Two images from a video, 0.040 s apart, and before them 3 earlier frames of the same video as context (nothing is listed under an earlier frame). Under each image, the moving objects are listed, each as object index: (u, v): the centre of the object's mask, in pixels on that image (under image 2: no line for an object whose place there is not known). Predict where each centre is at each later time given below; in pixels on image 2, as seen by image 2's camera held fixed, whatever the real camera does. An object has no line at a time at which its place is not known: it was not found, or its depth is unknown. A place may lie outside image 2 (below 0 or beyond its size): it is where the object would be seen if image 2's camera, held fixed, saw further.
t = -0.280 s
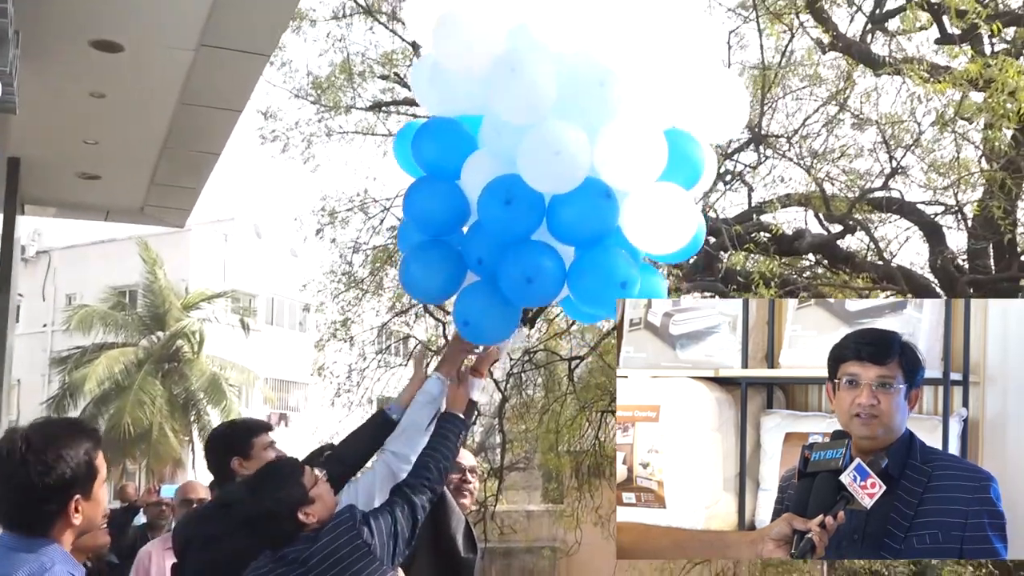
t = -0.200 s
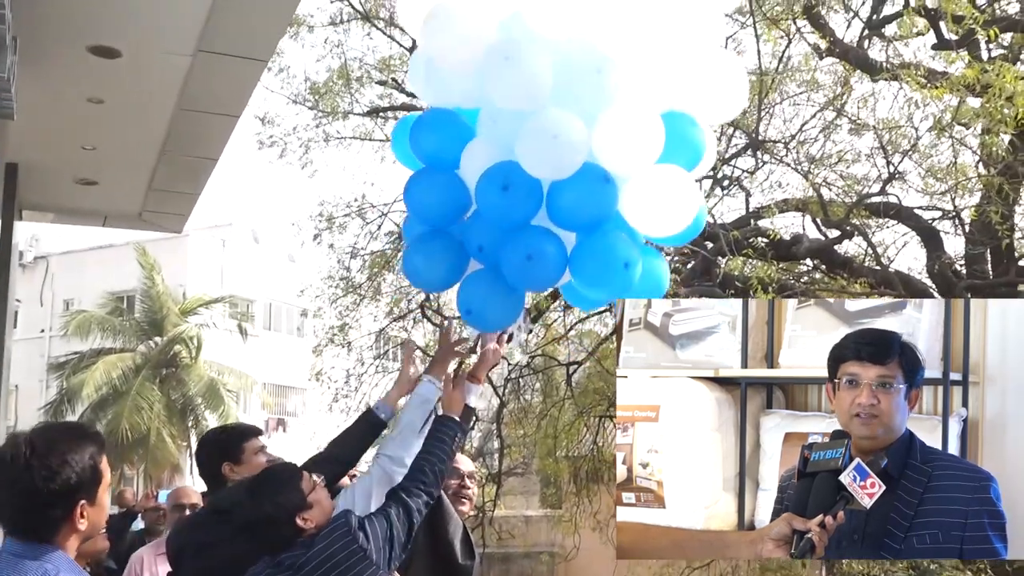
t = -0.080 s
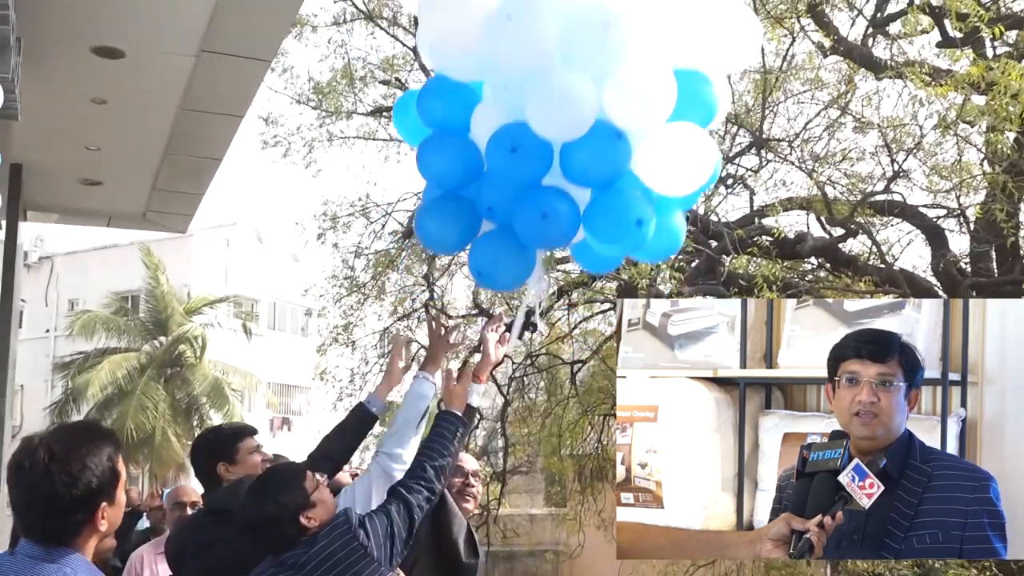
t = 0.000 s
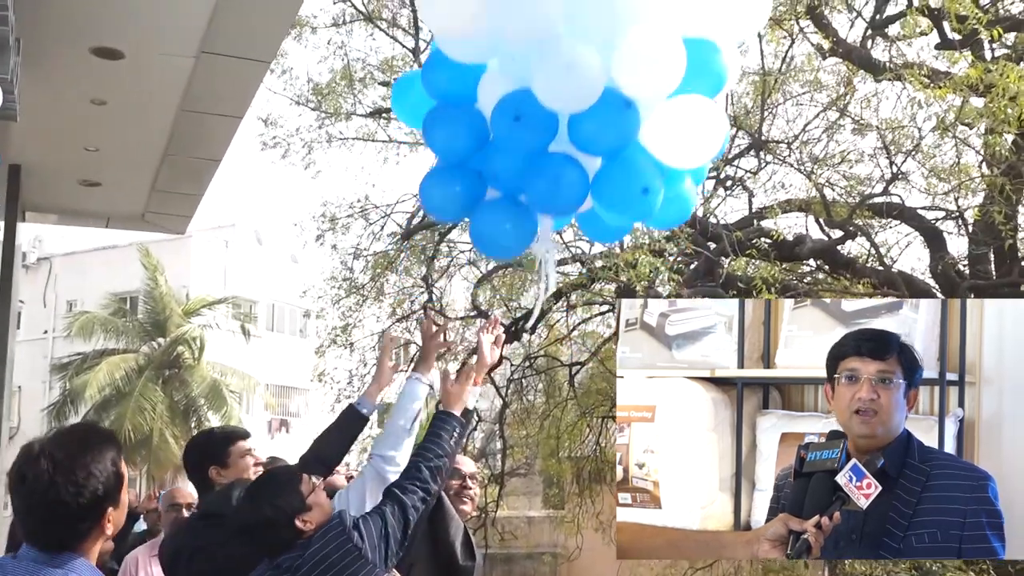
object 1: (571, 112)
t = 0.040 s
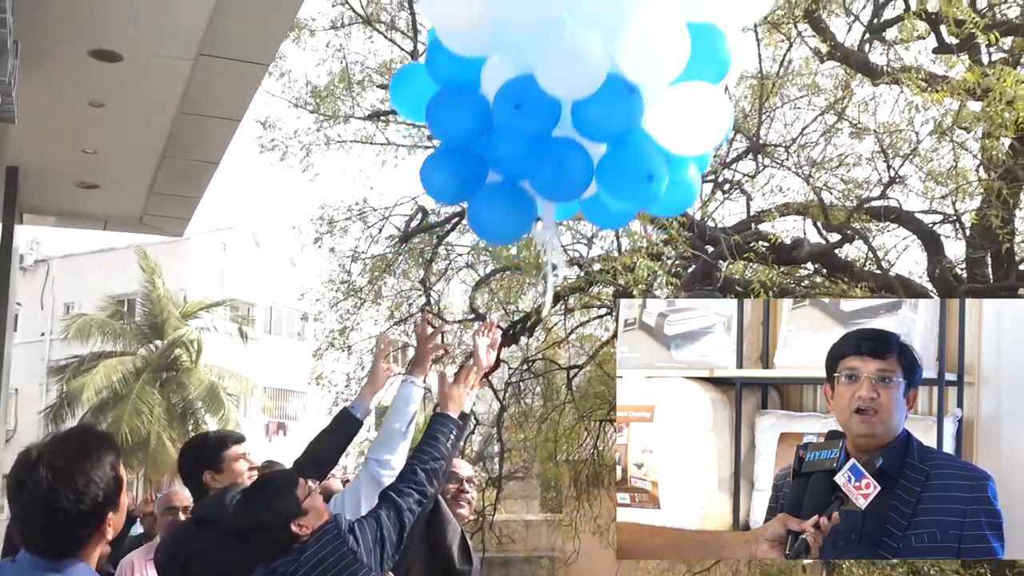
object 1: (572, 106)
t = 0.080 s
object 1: (576, 98)
